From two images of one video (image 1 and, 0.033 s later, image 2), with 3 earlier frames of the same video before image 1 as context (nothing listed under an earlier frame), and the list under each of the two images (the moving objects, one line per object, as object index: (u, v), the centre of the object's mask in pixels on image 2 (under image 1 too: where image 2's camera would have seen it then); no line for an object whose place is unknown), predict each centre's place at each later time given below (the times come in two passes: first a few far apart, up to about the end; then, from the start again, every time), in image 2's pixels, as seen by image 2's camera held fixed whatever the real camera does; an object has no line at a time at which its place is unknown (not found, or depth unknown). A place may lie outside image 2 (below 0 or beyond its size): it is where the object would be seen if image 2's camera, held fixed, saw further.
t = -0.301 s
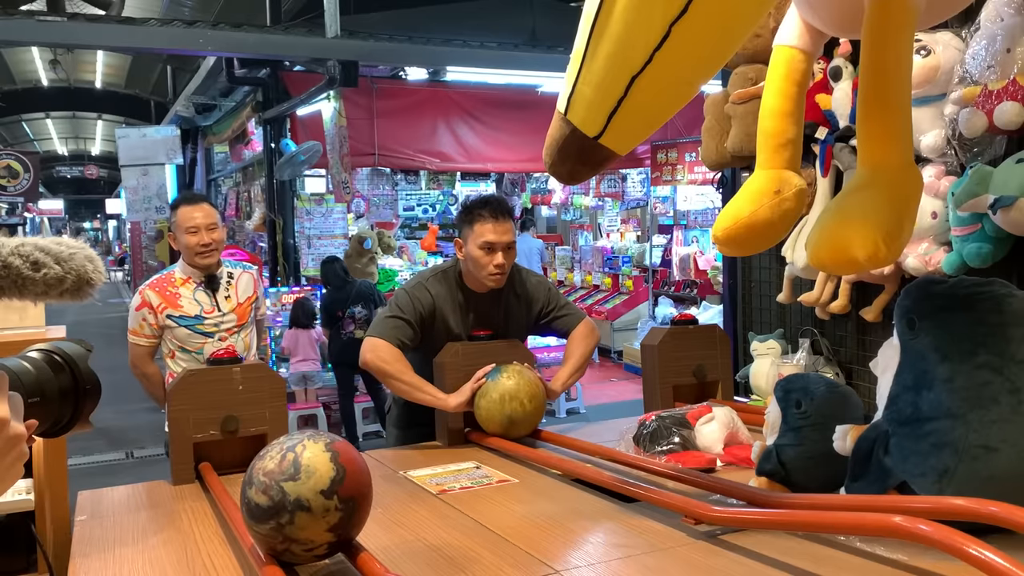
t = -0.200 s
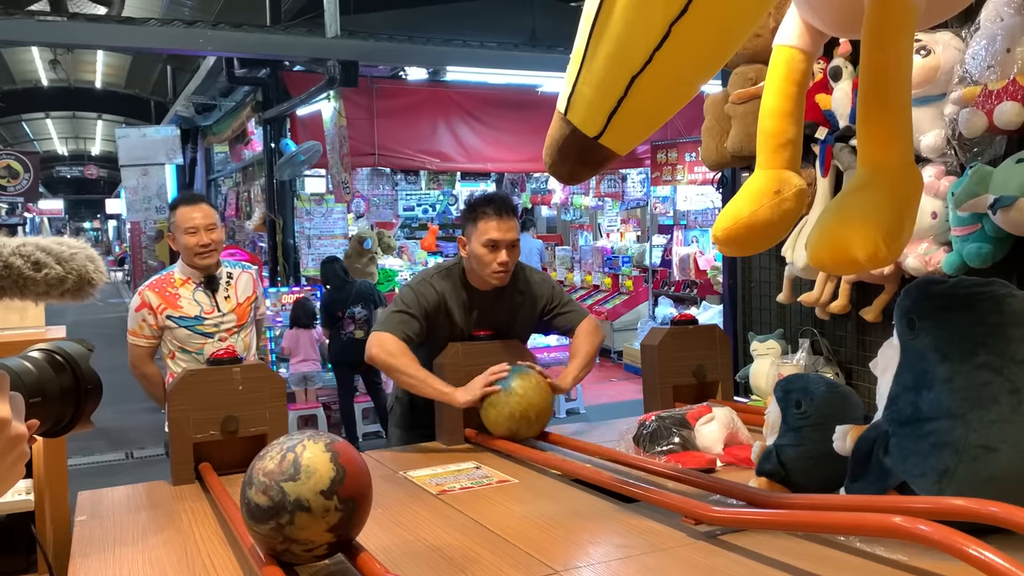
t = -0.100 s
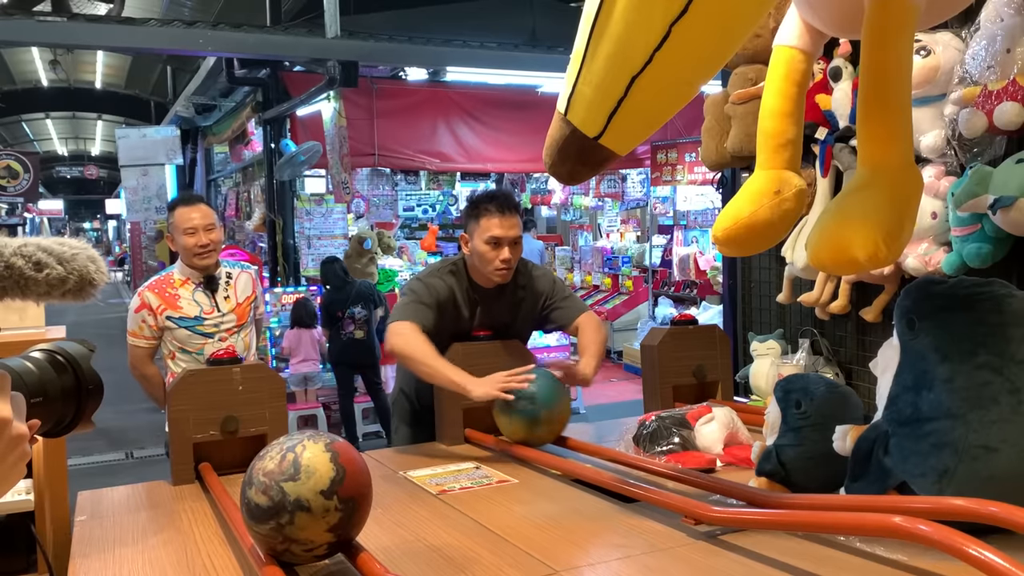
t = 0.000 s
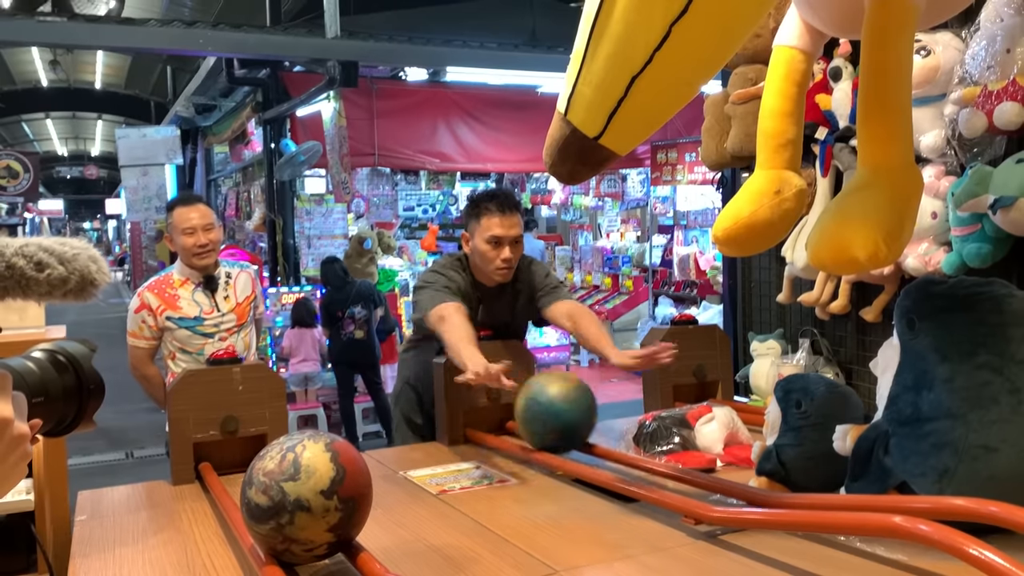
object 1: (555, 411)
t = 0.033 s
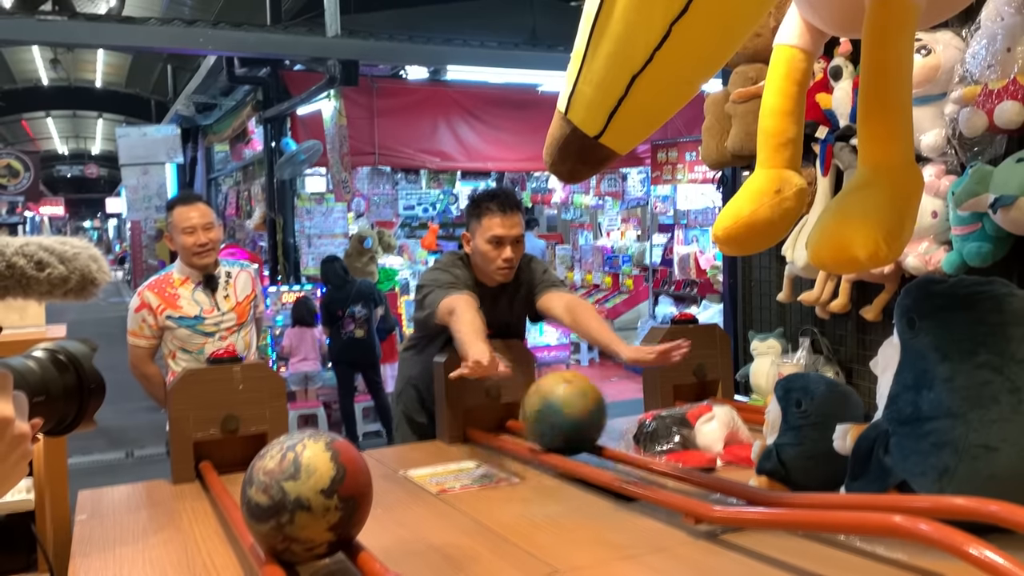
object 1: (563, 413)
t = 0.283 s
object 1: (637, 429)
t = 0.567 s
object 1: (737, 450)
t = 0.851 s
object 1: (840, 446)
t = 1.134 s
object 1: (910, 443)
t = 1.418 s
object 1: (930, 443)
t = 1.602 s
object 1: (916, 443)
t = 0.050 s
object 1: (568, 414)
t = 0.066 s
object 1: (573, 414)
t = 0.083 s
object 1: (578, 415)
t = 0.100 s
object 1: (582, 417)
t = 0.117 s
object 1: (587, 417)
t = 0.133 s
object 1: (591, 419)
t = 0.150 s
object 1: (596, 420)
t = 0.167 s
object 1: (601, 421)
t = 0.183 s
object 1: (607, 422)
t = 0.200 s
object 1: (611, 423)
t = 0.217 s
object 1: (616, 424)
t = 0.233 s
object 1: (621, 425)
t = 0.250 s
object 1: (626, 427)
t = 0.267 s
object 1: (631, 428)
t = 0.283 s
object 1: (637, 429)
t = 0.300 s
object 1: (641, 430)
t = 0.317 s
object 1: (646, 431)
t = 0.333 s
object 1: (652, 432)
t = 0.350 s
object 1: (658, 434)
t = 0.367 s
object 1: (663, 435)
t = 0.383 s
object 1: (669, 436)
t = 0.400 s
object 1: (674, 437)
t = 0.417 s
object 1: (680, 438)
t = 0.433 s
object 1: (686, 440)
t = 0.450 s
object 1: (692, 441)
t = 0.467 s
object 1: (698, 442)
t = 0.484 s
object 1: (704, 443)
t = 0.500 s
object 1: (710, 444)
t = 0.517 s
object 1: (716, 446)
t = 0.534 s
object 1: (724, 448)
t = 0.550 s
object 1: (730, 449)
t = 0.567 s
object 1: (737, 450)
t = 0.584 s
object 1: (743, 451)
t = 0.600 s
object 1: (751, 450)
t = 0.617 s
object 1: (757, 449)
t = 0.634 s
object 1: (764, 449)
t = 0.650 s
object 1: (770, 449)
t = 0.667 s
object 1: (776, 449)
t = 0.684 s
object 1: (782, 449)
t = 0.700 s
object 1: (788, 448)
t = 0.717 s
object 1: (795, 448)
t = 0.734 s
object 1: (801, 448)
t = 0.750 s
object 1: (807, 448)
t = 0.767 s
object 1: (813, 447)
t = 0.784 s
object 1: (818, 448)
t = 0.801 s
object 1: (824, 447)
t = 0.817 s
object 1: (830, 447)
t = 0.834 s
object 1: (835, 447)
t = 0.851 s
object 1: (840, 446)
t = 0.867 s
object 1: (846, 446)
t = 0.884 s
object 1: (850, 446)
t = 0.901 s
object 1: (854, 445)
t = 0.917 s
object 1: (859, 445)
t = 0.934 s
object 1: (865, 444)
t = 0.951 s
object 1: (871, 444)
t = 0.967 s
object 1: (874, 444)
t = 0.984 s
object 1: (878, 444)
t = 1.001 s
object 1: (883, 444)
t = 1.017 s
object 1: (887, 444)
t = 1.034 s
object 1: (891, 444)
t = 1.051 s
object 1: (894, 444)
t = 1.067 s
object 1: (898, 443)
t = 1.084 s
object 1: (900, 443)
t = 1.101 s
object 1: (903, 443)
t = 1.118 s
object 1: (906, 443)
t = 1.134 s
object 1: (910, 443)
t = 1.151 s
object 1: (914, 443)
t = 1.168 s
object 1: (916, 443)
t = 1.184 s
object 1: (917, 443)
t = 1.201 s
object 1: (919, 442)
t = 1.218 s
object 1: (922, 443)
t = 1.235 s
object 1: (923, 443)
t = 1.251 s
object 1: (924, 442)
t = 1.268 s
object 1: (925, 442)
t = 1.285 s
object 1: (927, 443)
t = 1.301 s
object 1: (928, 444)
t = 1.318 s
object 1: (928, 443)
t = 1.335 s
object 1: (930, 444)
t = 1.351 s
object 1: (929, 444)
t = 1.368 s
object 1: (930, 443)
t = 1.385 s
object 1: (929, 443)
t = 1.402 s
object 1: (929, 442)
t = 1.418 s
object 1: (930, 443)
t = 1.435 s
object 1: (929, 443)
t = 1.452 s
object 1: (929, 443)
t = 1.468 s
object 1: (927, 443)
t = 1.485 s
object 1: (926, 443)
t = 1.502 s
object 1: (925, 443)
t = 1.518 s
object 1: (923, 443)
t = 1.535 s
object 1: (923, 443)
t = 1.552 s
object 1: (920, 443)
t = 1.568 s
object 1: (919, 443)
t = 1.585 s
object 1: (917, 443)
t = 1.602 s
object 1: (916, 443)
